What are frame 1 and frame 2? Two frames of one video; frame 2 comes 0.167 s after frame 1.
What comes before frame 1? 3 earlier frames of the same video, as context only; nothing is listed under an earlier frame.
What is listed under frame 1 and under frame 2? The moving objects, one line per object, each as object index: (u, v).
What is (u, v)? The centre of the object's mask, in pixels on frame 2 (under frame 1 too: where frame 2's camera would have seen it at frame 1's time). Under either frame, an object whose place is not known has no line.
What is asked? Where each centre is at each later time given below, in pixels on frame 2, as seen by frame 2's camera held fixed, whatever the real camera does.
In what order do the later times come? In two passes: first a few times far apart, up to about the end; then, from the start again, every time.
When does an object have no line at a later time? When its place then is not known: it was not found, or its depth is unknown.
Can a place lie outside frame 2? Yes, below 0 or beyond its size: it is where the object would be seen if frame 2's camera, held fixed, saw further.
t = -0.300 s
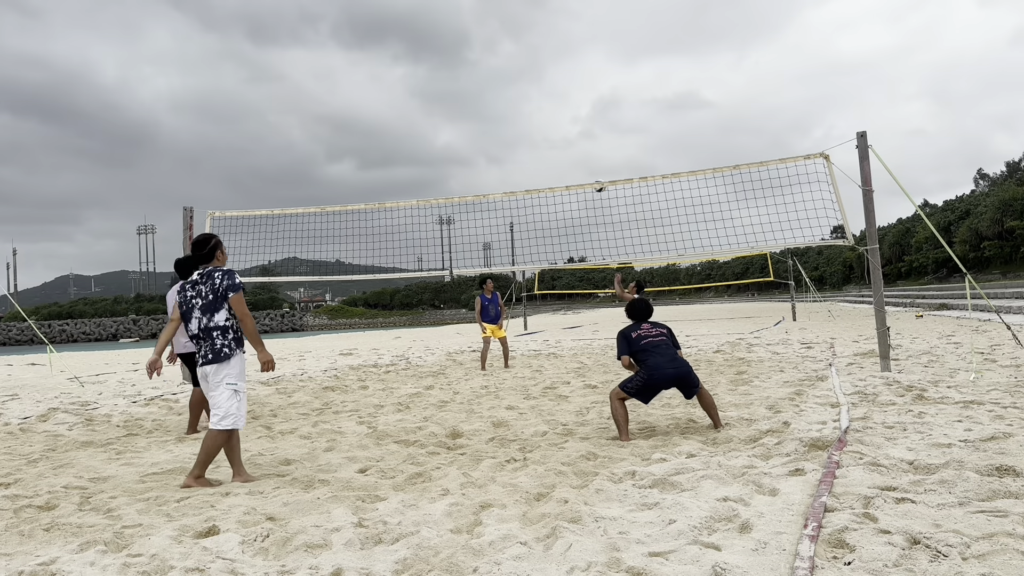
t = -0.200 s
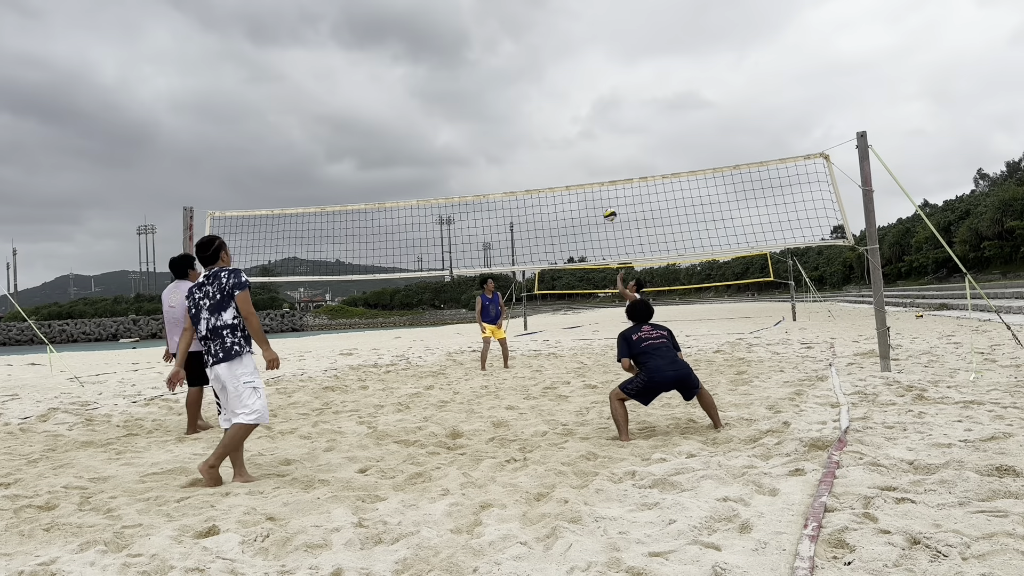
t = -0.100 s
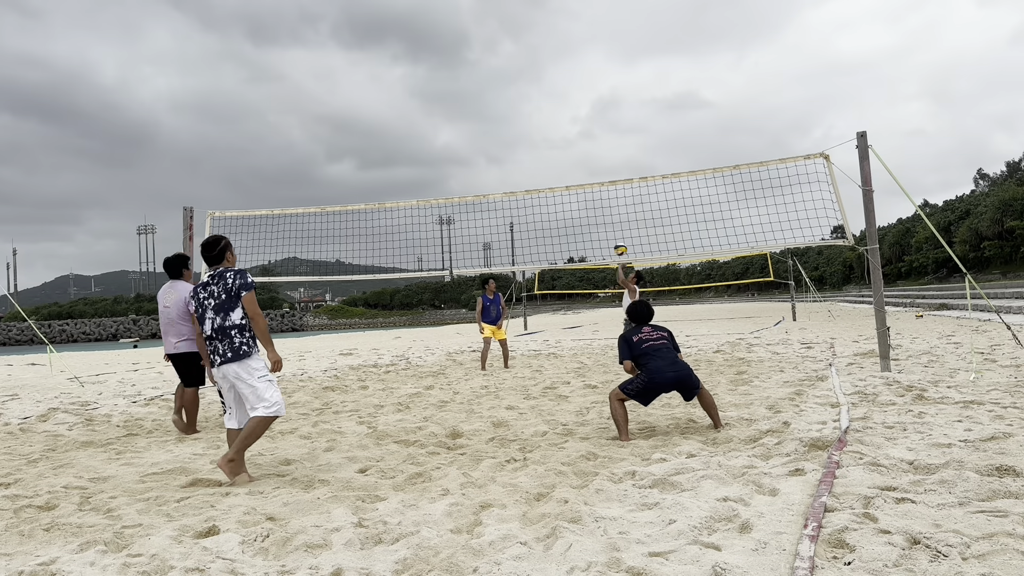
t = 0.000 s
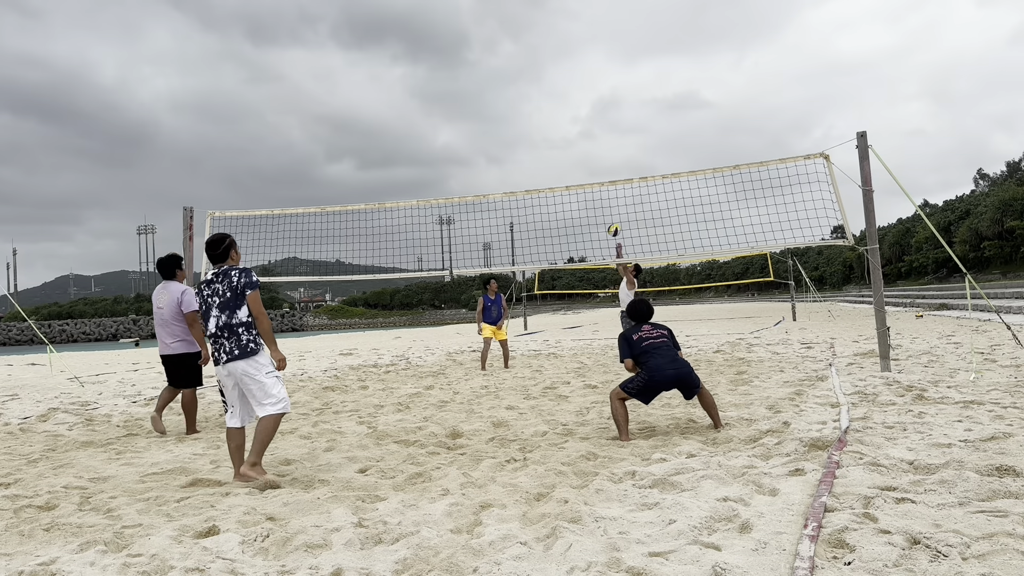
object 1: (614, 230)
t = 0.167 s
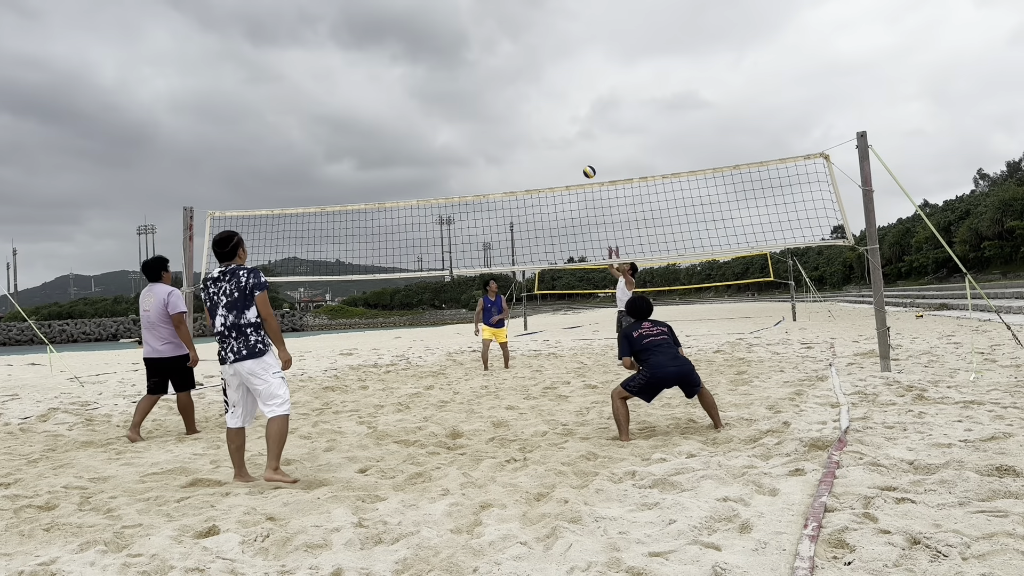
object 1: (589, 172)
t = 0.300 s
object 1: (570, 137)
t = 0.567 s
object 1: (532, 100)
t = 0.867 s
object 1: (491, 109)
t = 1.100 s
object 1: (461, 154)
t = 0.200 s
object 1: (584, 162)
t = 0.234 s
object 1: (580, 153)
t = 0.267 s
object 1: (575, 144)
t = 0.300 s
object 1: (570, 137)
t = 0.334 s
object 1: (565, 130)
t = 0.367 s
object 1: (561, 124)
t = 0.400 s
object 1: (556, 118)
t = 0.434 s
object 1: (551, 113)
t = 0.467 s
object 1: (546, 109)
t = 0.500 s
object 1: (542, 105)
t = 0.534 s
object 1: (537, 102)
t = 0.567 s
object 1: (532, 100)
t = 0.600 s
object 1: (528, 98)
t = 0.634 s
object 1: (523, 97)
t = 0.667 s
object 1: (518, 97)
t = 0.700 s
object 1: (514, 97)
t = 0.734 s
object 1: (509, 98)
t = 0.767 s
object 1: (505, 100)
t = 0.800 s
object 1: (500, 102)
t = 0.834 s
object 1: (496, 105)
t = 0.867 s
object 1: (491, 109)
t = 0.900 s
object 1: (487, 113)
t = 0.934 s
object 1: (482, 118)
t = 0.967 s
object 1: (477, 124)
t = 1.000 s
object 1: (473, 131)
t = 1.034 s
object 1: (469, 138)
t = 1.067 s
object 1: (465, 146)
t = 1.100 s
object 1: (461, 154)
